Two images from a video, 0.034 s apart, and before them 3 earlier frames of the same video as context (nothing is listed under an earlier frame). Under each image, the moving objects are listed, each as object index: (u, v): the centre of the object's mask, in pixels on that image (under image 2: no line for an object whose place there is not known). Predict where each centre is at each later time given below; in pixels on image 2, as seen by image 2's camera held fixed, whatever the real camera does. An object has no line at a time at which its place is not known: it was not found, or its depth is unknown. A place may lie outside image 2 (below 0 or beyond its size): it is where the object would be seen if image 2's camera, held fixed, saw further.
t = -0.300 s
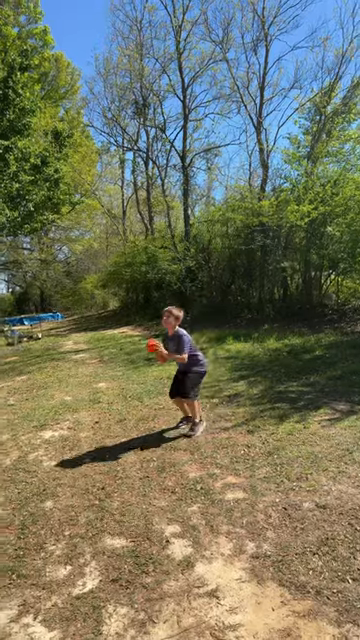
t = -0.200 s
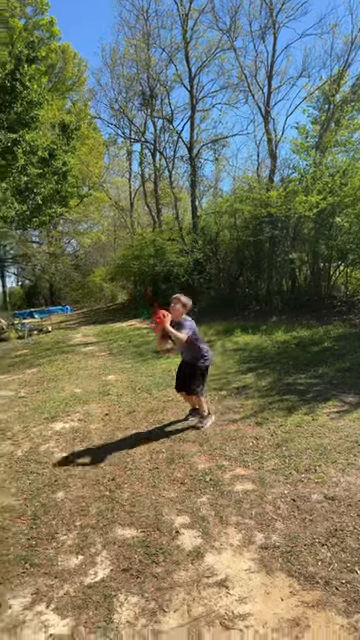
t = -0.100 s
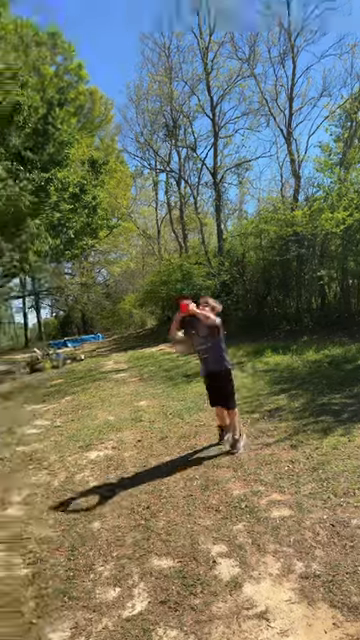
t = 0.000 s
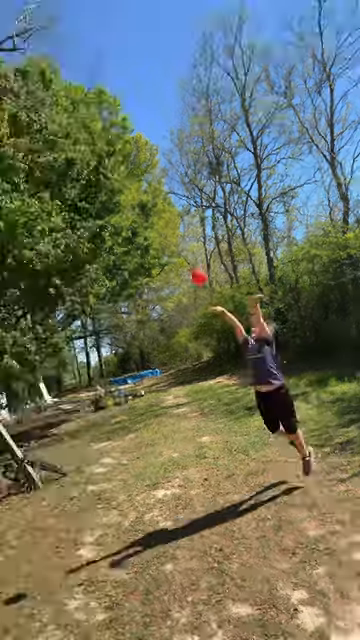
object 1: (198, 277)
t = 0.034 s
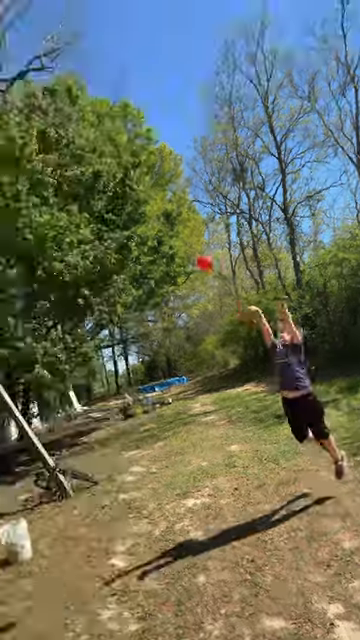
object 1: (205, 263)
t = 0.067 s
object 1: (187, 242)
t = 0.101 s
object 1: (166, 222)
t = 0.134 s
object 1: (146, 205)
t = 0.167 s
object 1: (124, 184)
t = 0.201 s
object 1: (103, 166)
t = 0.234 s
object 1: (80, 152)
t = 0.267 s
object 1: (57, 130)
